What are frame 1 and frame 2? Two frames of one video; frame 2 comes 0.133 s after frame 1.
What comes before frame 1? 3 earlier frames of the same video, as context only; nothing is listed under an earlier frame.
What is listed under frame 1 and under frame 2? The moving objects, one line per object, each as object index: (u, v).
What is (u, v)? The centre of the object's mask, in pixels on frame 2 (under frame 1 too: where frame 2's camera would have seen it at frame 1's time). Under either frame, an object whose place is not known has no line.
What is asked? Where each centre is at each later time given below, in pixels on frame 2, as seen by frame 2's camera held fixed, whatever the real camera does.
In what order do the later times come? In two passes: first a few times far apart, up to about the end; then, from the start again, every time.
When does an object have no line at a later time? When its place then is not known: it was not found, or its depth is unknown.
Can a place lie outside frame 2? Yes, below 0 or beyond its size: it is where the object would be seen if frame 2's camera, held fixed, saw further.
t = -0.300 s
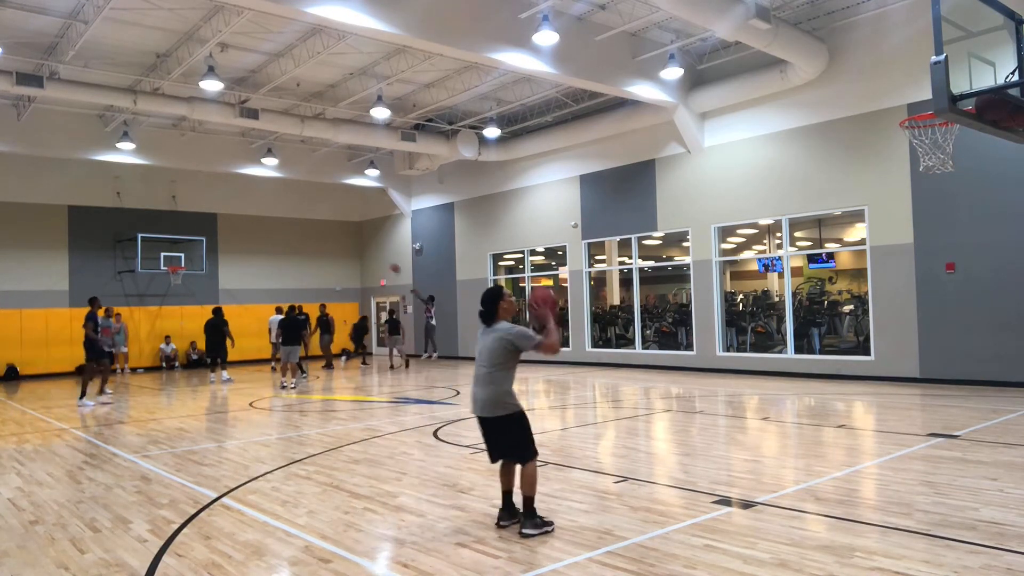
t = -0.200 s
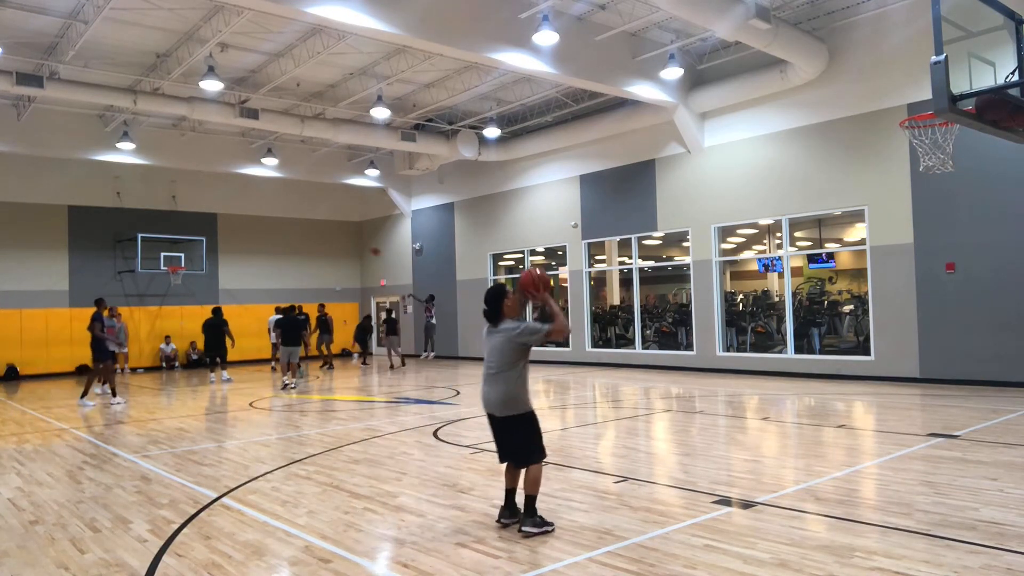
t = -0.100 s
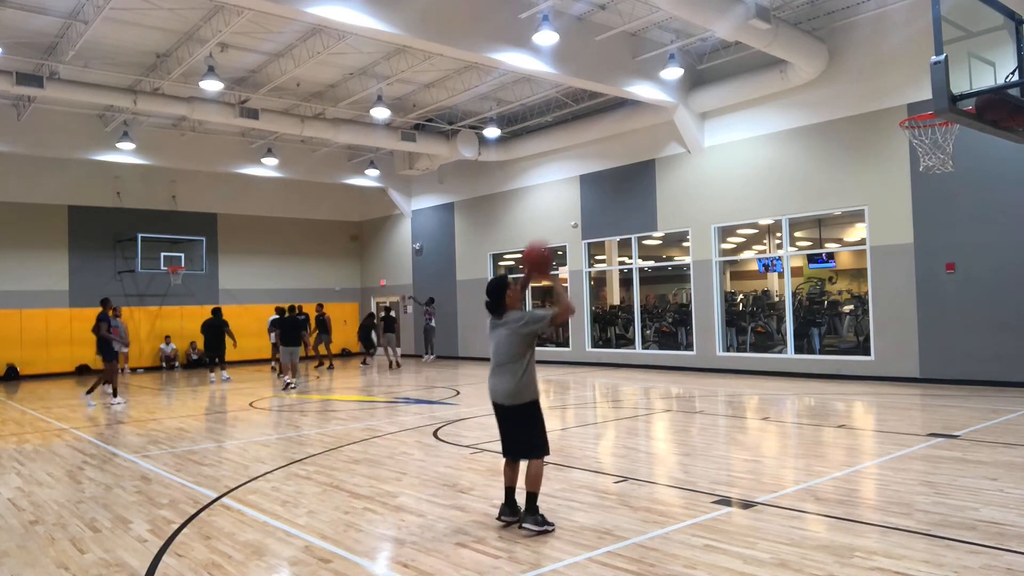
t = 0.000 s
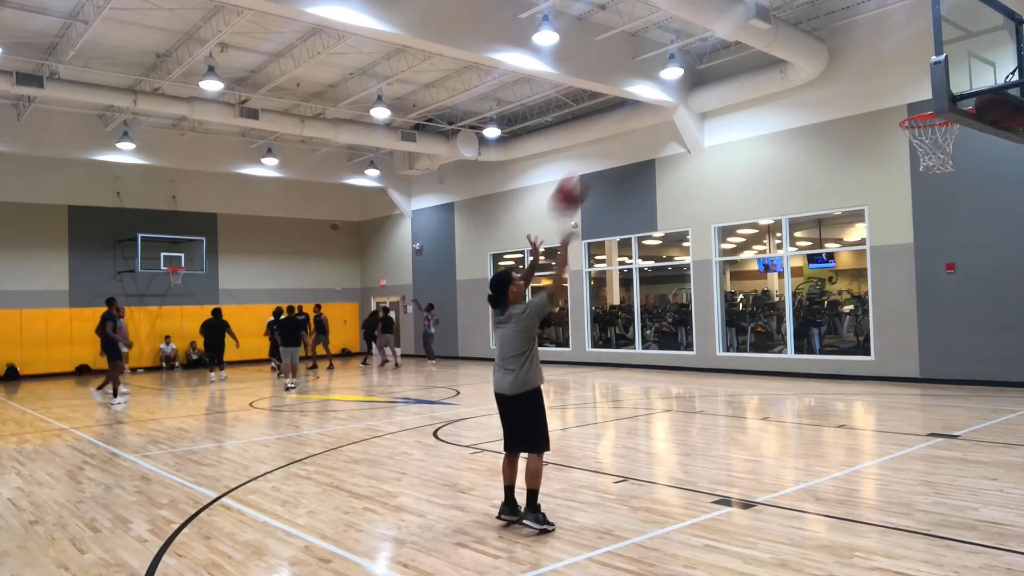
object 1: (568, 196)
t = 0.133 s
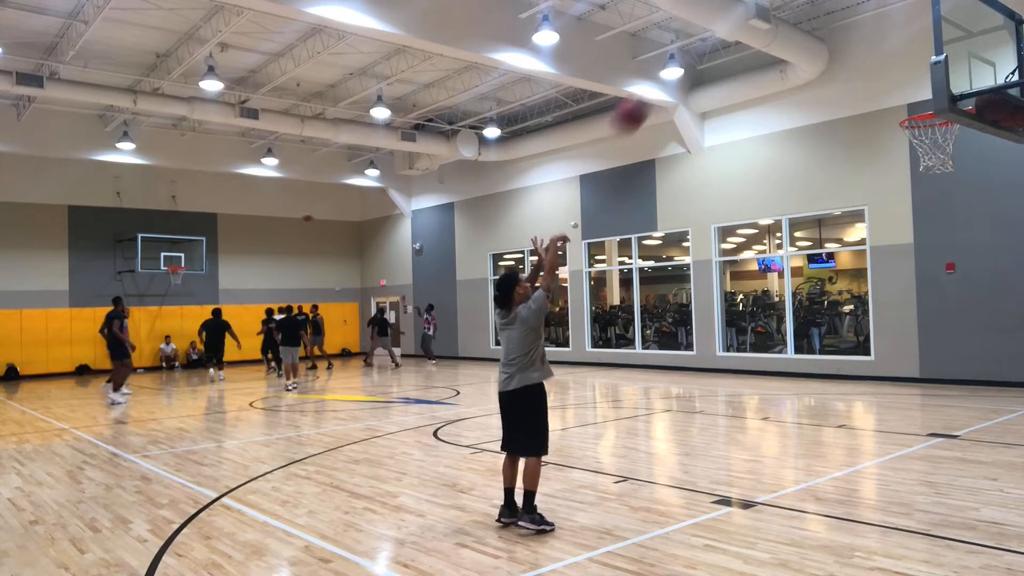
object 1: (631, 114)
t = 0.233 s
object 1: (677, 71)
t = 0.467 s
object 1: (772, 31)
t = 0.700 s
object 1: (862, 58)
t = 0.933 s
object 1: (947, 141)
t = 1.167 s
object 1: (951, 153)
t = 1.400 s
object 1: (948, 216)
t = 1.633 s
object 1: (949, 337)
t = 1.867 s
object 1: (946, 425)
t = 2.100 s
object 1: (925, 331)
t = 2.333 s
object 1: (908, 301)
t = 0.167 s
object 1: (644, 101)
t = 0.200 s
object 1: (661, 85)
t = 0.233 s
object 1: (677, 71)
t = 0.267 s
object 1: (692, 59)
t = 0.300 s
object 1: (704, 53)
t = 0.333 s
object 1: (718, 46)
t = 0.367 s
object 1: (733, 40)
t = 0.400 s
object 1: (747, 35)
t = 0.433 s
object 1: (760, 32)
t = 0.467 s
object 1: (772, 31)
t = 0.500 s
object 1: (786, 31)
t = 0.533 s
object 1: (799, 31)
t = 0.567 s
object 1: (812, 34)
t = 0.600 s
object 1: (825, 38)
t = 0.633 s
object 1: (837, 43)
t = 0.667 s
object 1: (849, 50)
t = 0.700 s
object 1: (862, 58)
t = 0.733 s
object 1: (874, 67)
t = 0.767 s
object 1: (885, 75)
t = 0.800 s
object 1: (896, 86)
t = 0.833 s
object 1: (908, 99)
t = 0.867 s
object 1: (918, 108)
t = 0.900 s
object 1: (935, 129)
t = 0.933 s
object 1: (947, 141)
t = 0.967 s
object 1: (951, 145)
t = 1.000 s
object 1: (953, 145)
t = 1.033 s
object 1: (953, 145)
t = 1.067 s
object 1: (953, 146)
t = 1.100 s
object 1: (952, 147)
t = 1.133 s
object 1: (952, 150)
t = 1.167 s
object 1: (951, 153)
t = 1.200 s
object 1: (950, 155)
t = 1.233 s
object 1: (950, 168)
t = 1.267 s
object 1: (949, 175)
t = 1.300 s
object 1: (949, 182)
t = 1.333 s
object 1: (949, 193)
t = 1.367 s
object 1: (949, 204)
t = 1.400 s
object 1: (948, 216)
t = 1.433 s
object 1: (948, 230)
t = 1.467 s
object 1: (948, 245)
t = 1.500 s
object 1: (948, 261)
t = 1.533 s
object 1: (948, 278)
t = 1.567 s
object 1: (949, 297)
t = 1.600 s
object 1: (949, 317)
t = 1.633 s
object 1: (949, 337)
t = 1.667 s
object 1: (950, 358)
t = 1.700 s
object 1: (950, 382)
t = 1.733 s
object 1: (950, 408)
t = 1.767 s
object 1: (951, 429)
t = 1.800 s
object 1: (951, 458)
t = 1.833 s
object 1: (949, 448)
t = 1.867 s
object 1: (946, 425)
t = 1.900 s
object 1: (943, 411)
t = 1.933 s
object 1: (939, 394)
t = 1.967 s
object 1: (937, 379)
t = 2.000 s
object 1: (934, 364)
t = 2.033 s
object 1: (931, 352)
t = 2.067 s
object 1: (928, 341)
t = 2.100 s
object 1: (925, 331)
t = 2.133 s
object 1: (923, 323)
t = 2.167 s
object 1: (920, 316)
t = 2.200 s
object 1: (918, 311)
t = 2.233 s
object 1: (915, 306)
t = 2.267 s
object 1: (913, 303)
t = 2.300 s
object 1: (911, 301)
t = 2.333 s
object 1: (908, 301)
